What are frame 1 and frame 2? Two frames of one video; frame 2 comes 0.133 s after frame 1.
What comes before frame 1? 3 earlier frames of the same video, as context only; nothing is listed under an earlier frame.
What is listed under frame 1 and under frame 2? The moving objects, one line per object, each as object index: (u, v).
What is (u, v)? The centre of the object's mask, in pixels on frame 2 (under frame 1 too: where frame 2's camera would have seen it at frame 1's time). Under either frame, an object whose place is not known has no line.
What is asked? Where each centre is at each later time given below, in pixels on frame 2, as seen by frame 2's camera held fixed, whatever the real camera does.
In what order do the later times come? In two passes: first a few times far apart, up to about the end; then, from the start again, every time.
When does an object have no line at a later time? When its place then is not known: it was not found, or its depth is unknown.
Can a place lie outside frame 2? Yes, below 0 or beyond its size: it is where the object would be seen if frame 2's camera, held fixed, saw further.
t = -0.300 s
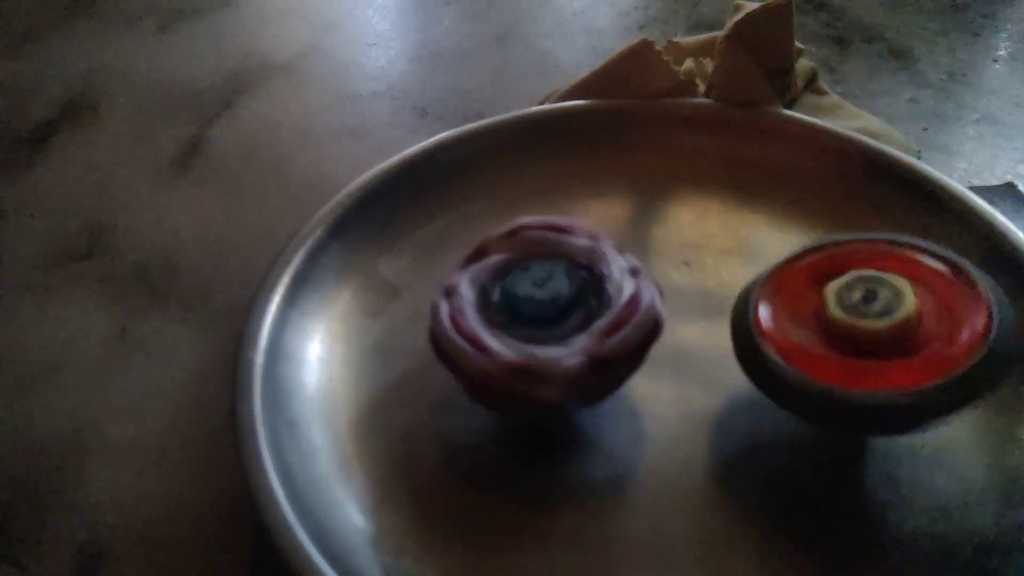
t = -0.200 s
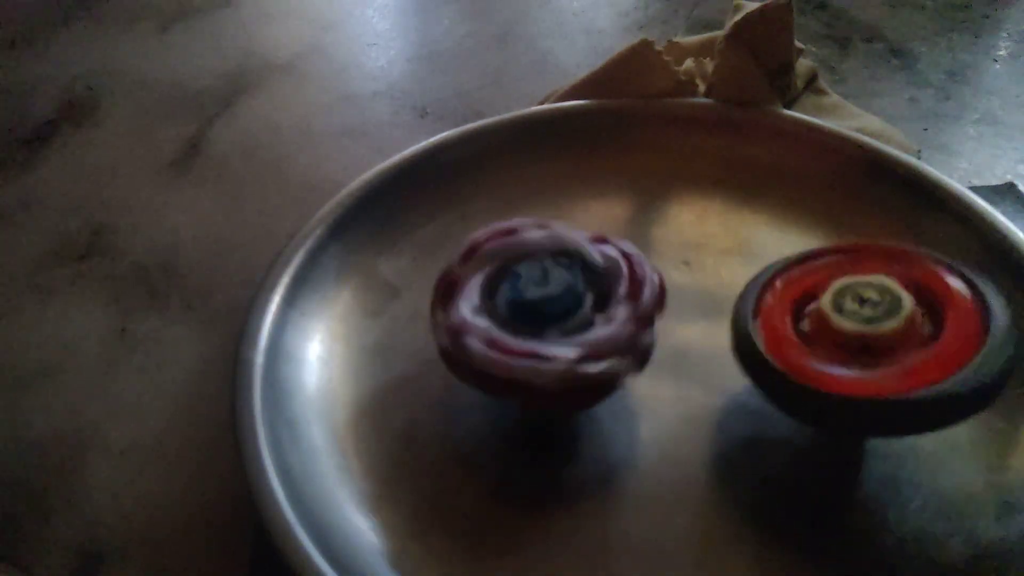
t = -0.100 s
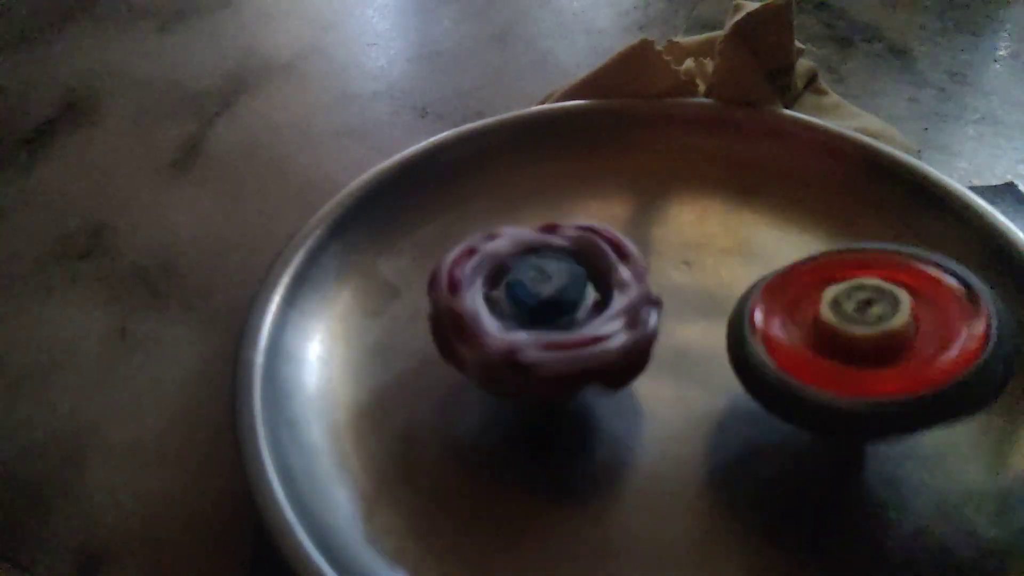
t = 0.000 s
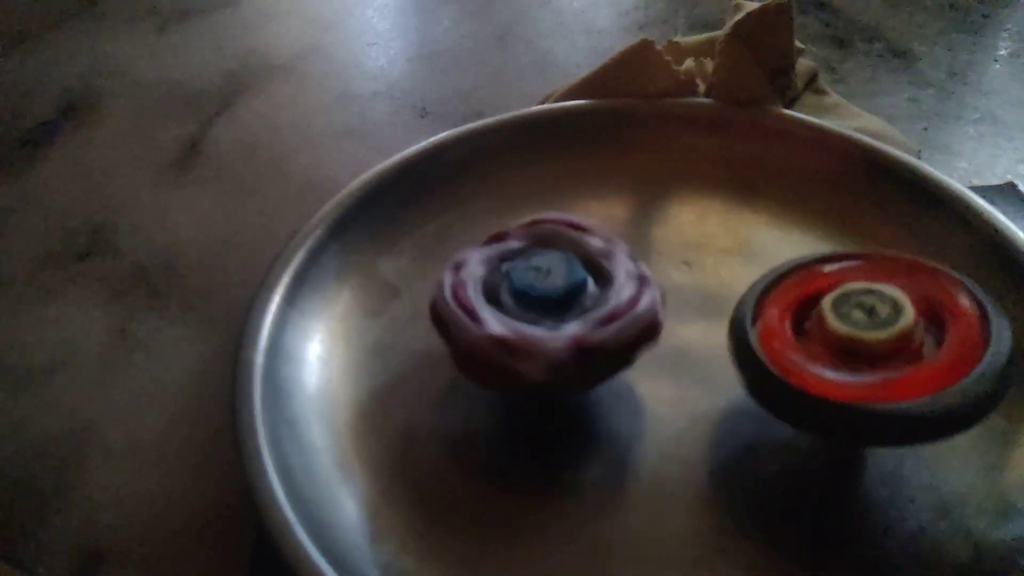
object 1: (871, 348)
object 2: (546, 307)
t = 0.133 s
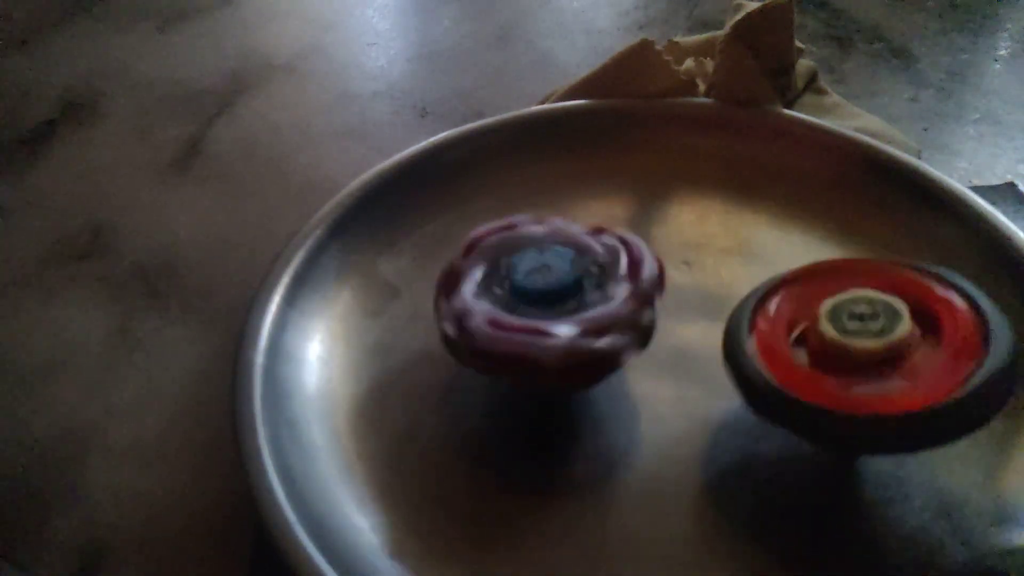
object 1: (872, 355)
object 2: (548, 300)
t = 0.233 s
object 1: (868, 360)
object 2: (548, 299)
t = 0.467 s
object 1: (864, 371)
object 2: (551, 294)
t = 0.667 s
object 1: (858, 379)
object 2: (552, 287)
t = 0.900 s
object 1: (849, 390)
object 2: (554, 278)
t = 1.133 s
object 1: (838, 400)
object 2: (560, 273)
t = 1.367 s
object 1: (830, 407)
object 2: (567, 263)
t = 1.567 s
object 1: (821, 415)
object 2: (571, 257)
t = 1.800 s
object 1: (809, 422)
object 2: (576, 253)
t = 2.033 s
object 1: (794, 430)
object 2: (585, 246)
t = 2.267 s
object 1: (778, 434)
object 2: (594, 239)
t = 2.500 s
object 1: (761, 436)
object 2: (602, 235)
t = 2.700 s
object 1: (746, 440)
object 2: (608, 231)
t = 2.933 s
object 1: (727, 441)
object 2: (616, 229)
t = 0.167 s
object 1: (870, 357)
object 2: (548, 301)
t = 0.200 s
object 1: (868, 359)
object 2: (548, 299)
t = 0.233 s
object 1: (868, 360)
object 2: (548, 299)
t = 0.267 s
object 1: (867, 360)
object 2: (548, 298)
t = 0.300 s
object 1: (867, 362)
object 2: (548, 299)
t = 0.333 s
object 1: (868, 364)
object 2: (549, 299)
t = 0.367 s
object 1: (865, 366)
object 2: (550, 297)
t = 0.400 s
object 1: (865, 368)
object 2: (551, 294)
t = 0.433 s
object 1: (864, 369)
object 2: (551, 294)
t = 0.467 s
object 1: (864, 371)
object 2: (551, 294)
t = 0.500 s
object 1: (864, 373)
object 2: (551, 293)
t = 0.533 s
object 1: (861, 374)
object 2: (550, 292)
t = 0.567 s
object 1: (859, 376)
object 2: (550, 291)
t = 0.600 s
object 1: (858, 377)
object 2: (550, 290)
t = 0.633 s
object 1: (858, 377)
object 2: (550, 289)
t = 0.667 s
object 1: (858, 379)
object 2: (552, 287)
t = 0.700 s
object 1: (858, 380)
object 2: (553, 285)
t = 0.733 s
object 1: (855, 383)
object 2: (553, 283)
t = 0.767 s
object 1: (854, 385)
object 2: (553, 282)
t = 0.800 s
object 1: (853, 386)
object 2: (554, 282)
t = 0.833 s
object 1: (853, 387)
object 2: (554, 281)
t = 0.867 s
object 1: (852, 389)
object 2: (554, 278)
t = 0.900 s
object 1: (849, 390)
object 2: (554, 278)
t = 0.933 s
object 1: (845, 392)
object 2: (555, 278)
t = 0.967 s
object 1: (845, 394)
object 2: (556, 278)
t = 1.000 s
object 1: (843, 393)
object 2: (557, 277)
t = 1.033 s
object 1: (845, 394)
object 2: (558, 275)
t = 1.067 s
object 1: (845, 396)
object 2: (559, 274)
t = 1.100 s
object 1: (841, 398)
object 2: (560, 273)
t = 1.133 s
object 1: (838, 400)
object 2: (560, 273)
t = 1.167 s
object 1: (837, 402)
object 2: (561, 272)
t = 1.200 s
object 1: (838, 402)
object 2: (561, 269)
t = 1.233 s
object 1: (837, 404)
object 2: (562, 268)
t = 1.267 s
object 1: (834, 405)
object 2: (563, 267)
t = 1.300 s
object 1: (831, 407)
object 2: (564, 267)
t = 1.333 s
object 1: (830, 408)
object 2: (566, 266)
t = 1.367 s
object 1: (830, 407)
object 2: (567, 263)
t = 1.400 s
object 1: (830, 409)
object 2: (569, 261)
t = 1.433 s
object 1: (829, 410)
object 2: (569, 261)
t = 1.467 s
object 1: (826, 411)
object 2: (570, 260)
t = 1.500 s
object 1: (824, 414)
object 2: (571, 260)
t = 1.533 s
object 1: (822, 415)
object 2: (571, 258)
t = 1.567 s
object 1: (821, 415)
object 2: (571, 257)
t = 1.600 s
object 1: (820, 417)
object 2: (572, 256)
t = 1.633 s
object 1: (817, 418)
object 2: (572, 257)
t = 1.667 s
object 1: (815, 419)
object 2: (574, 255)
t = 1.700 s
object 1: (813, 419)
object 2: (575, 254)
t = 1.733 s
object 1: (811, 419)
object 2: (576, 253)
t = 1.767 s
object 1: (811, 421)
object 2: (576, 253)
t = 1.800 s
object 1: (809, 422)
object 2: (576, 253)
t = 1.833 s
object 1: (807, 423)
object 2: (577, 252)
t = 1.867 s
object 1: (805, 424)
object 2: (577, 251)
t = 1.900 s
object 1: (802, 426)
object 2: (578, 250)
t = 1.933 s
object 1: (802, 426)
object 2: (580, 250)
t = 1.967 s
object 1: (800, 428)
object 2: (582, 250)
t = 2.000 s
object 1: (797, 429)
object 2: (583, 248)
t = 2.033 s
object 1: (794, 430)
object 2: (585, 246)
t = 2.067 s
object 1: (792, 429)
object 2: (587, 245)
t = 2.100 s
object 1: (791, 428)
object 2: (588, 244)
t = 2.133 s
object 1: (789, 431)
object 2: (589, 243)
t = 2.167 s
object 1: (788, 432)
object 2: (591, 242)
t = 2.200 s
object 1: (784, 432)
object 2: (591, 241)
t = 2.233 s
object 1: (782, 434)
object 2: (592, 240)
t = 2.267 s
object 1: (778, 434)
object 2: (594, 239)
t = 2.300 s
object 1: (777, 434)
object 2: (595, 240)
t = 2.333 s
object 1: (776, 435)
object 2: (597, 239)
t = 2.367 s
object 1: (772, 436)
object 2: (598, 238)
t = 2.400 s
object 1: (769, 437)
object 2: (600, 237)
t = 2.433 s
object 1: (764, 436)
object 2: (601, 235)
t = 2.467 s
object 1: (762, 434)
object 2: (601, 235)
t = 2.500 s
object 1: (761, 436)
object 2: (602, 235)
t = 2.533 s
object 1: (759, 436)
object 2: (602, 234)
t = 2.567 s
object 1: (756, 438)
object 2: (603, 233)
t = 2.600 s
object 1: (754, 439)
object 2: (603, 233)
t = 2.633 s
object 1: (750, 438)
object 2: (605, 234)
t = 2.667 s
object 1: (748, 438)
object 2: (606, 233)
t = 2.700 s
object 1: (746, 440)
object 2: (608, 231)
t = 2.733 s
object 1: (742, 440)
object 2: (609, 231)
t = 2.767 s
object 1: (739, 441)
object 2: (610, 231)
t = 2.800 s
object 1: (735, 440)
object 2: (610, 231)
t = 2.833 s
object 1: (734, 438)
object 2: (611, 231)
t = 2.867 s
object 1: (732, 440)
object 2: (612, 230)
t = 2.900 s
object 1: (730, 440)
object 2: (614, 229)
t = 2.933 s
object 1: (727, 441)
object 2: (616, 229)
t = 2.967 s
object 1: (724, 441)
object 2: (618, 229)
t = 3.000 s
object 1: (723, 438)
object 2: (620, 228)
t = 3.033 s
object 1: (720, 440)
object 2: (623, 226)
